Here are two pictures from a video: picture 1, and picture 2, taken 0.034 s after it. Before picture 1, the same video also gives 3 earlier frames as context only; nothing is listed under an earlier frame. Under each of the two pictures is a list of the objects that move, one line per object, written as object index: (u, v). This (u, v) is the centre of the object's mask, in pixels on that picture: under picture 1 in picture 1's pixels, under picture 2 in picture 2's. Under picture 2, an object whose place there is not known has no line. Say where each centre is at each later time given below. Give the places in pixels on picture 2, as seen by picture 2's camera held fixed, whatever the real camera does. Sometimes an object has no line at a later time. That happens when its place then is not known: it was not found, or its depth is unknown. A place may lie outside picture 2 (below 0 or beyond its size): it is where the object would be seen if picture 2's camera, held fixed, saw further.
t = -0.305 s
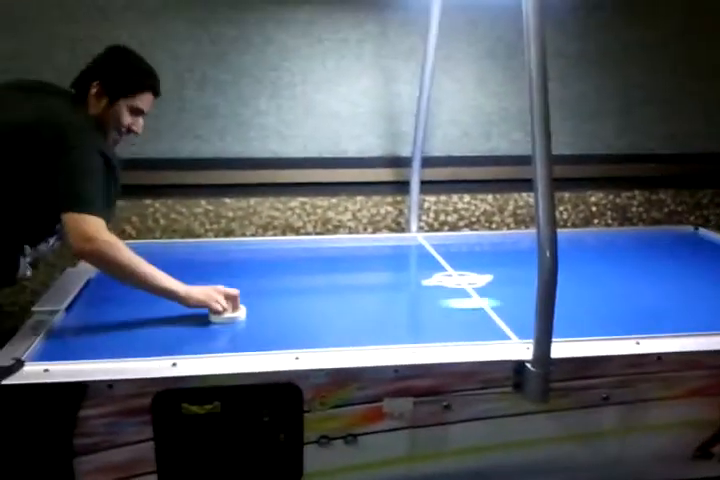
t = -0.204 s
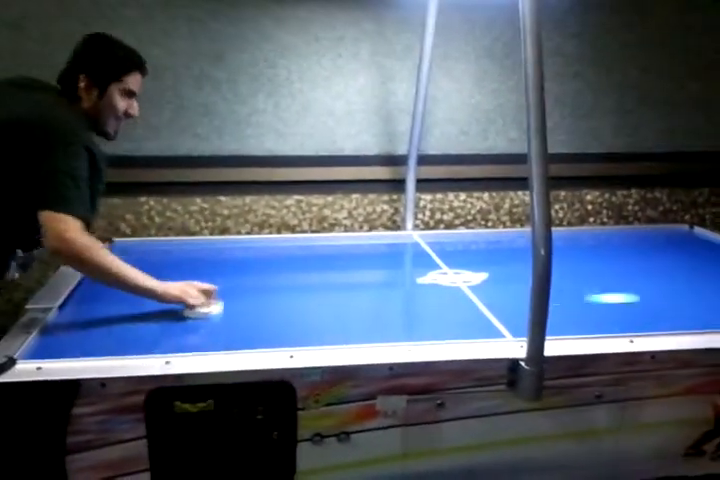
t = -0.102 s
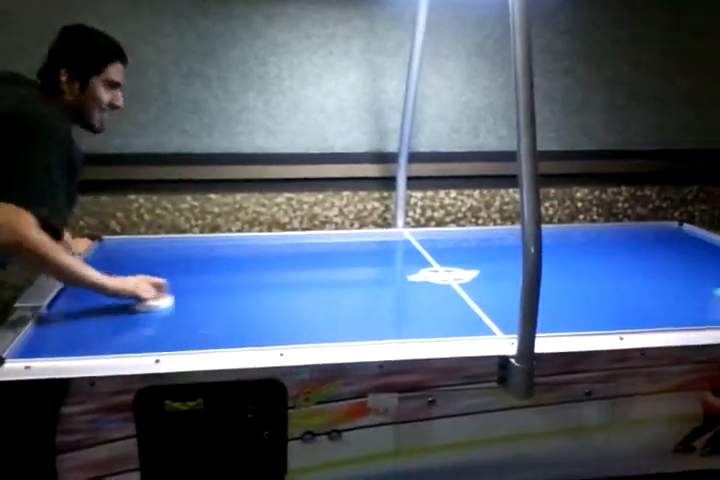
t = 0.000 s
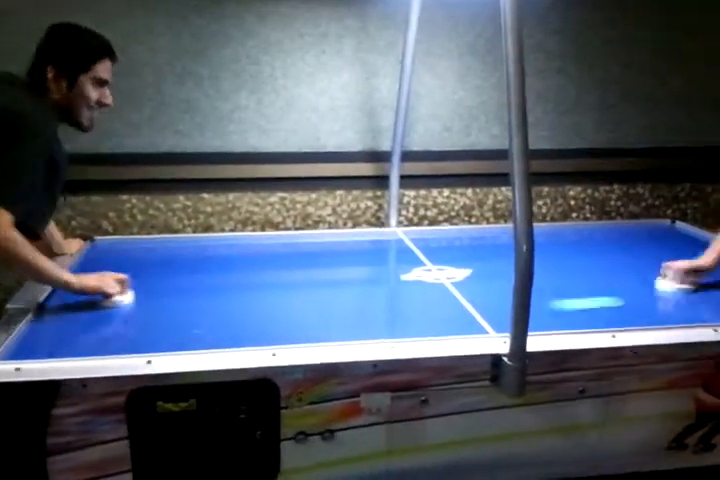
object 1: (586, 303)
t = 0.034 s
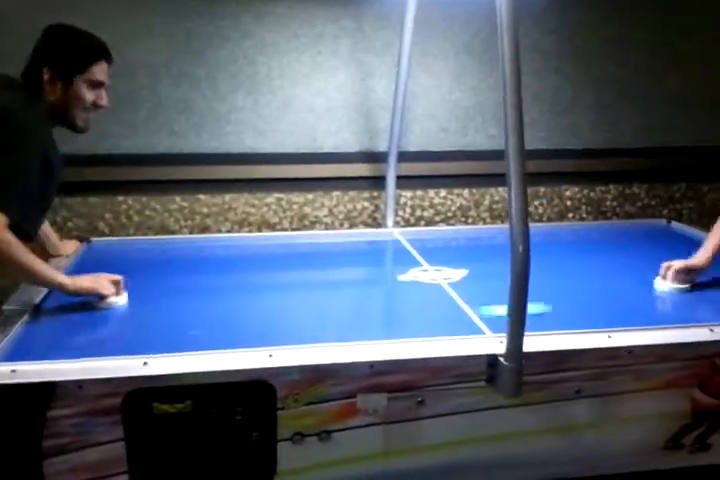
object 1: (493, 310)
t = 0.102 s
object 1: (363, 323)
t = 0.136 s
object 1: (284, 331)
